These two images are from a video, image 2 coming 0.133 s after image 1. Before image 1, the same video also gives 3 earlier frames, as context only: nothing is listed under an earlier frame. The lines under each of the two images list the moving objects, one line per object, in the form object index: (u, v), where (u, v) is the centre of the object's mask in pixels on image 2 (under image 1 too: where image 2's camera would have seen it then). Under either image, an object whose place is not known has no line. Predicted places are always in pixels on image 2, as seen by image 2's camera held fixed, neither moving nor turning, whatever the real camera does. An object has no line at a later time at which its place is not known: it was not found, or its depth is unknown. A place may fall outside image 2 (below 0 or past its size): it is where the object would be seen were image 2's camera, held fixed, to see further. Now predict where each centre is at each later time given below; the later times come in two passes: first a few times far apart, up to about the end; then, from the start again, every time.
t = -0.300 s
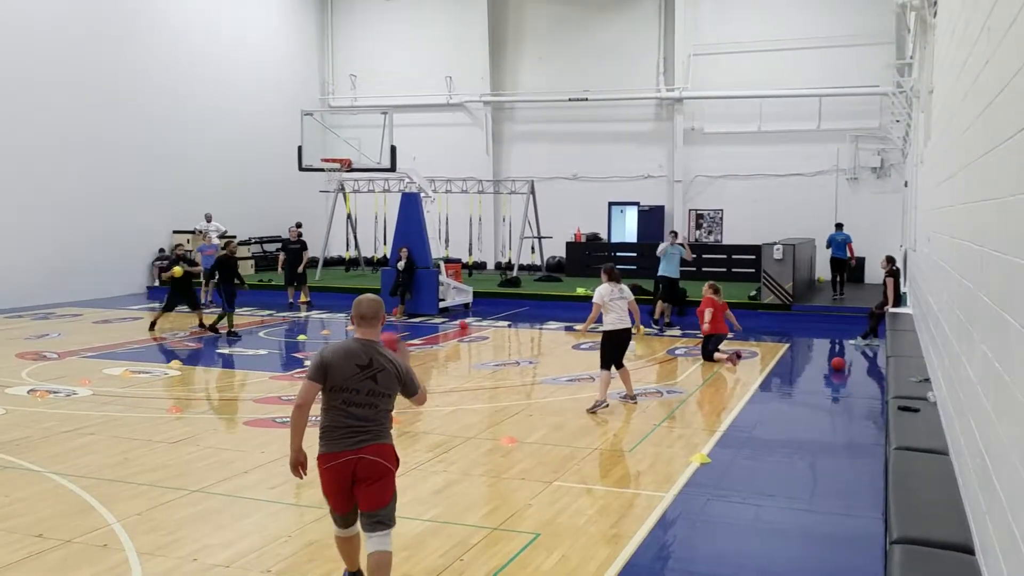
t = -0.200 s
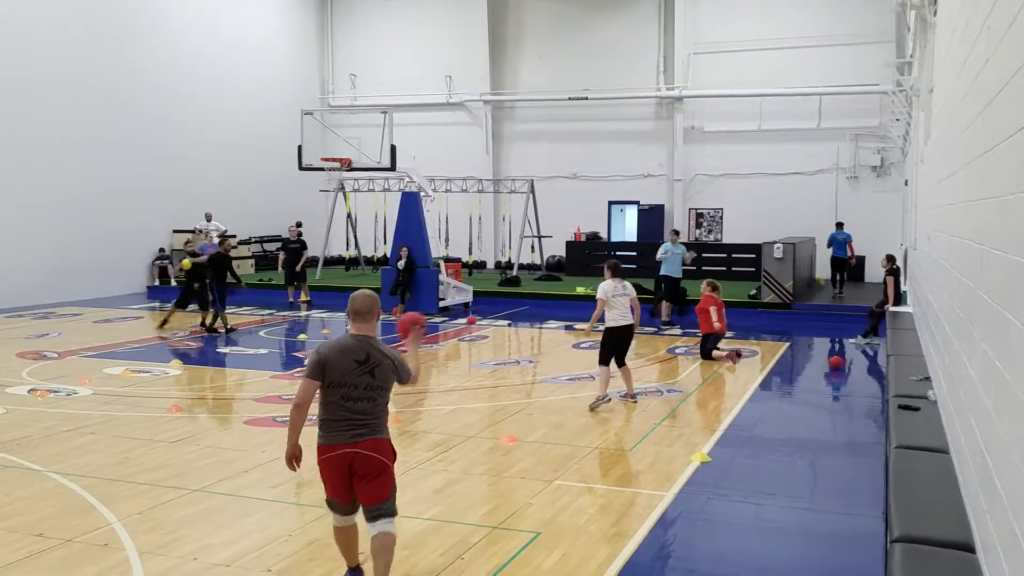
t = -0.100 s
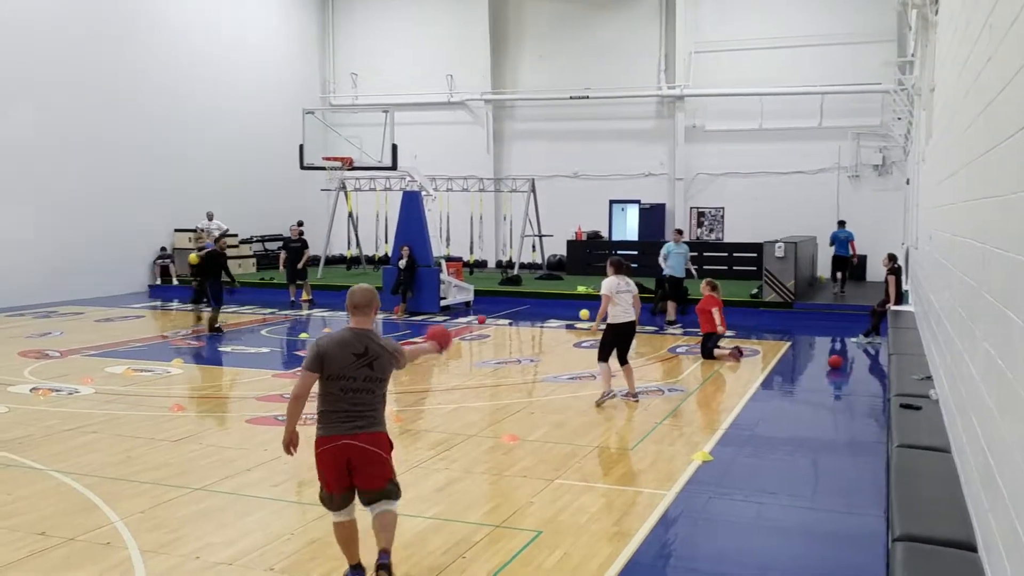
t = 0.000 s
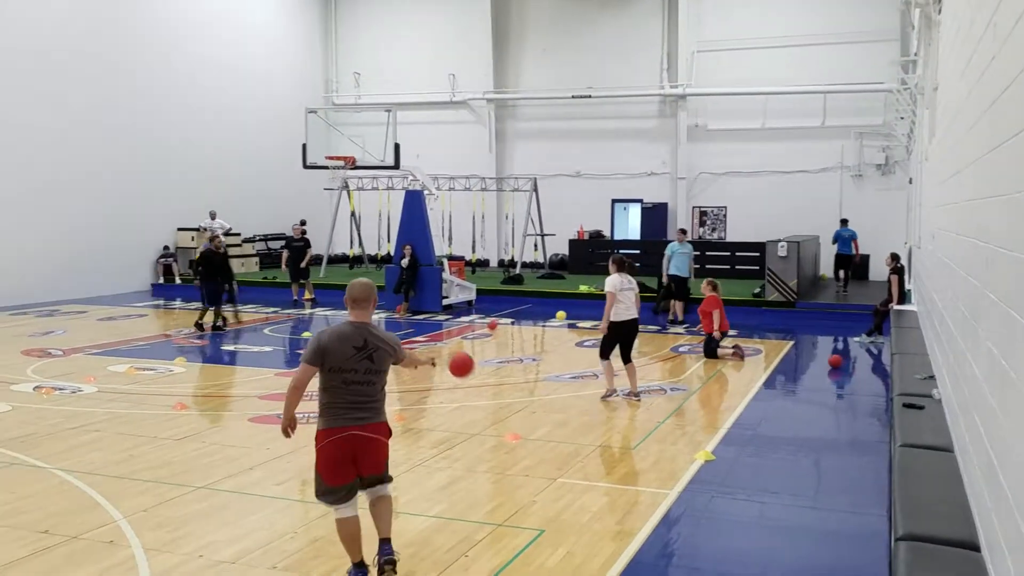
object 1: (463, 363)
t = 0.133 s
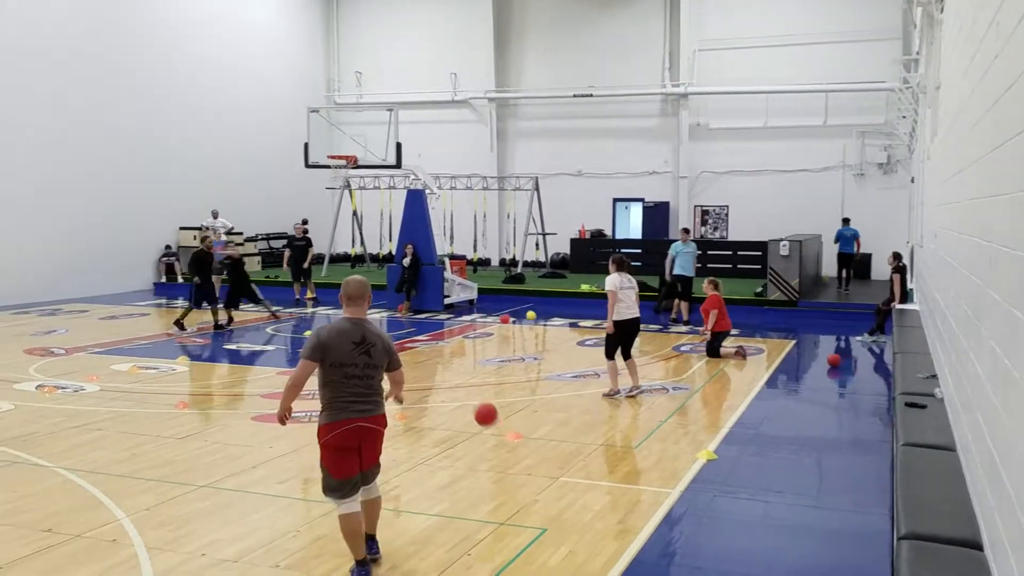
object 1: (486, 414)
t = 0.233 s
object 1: (500, 459)
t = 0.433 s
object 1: (523, 380)
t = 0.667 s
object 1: (547, 335)
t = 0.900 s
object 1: (566, 350)
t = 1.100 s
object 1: (580, 400)
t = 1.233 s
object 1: (590, 372)
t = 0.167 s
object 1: (491, 429)
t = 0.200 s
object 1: (496, 444)
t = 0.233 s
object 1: (500, 459)
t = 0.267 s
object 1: (504, 454)
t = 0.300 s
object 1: (508, 436)
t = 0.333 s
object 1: (512, 420)
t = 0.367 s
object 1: (516, 405)
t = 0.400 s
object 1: (520, 391)
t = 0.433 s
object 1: (523, 380)
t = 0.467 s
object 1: (527, 369)
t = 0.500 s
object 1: (531, 360)
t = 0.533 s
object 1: (534, 352)
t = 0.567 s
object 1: (538, 346)
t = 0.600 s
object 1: (541, 341)
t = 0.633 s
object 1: (544, 338)
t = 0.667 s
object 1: (547, 335)
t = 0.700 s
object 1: (550, 334)
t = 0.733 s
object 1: (553, 334)
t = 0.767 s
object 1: (556, 335)
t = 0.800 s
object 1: (558, 337)
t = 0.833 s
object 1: (561, 340)
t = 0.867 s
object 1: (564, 344)
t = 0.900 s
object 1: (566, 350)
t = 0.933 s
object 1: (569, 356)
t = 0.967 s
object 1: (571, 363)
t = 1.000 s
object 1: (573, 371)
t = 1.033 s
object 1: (576, 380)
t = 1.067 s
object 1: (578, 389)
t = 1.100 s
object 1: (580, 400)
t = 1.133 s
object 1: (582, 405)
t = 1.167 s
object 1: (585, 392)
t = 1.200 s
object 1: (588, 381)
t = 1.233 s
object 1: (590, 372)
